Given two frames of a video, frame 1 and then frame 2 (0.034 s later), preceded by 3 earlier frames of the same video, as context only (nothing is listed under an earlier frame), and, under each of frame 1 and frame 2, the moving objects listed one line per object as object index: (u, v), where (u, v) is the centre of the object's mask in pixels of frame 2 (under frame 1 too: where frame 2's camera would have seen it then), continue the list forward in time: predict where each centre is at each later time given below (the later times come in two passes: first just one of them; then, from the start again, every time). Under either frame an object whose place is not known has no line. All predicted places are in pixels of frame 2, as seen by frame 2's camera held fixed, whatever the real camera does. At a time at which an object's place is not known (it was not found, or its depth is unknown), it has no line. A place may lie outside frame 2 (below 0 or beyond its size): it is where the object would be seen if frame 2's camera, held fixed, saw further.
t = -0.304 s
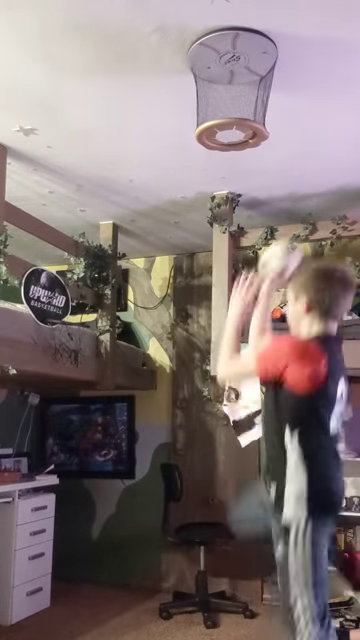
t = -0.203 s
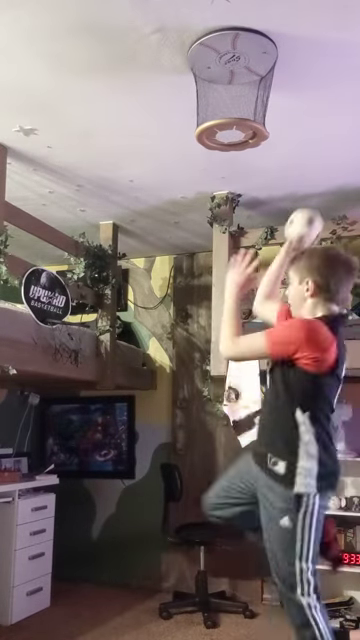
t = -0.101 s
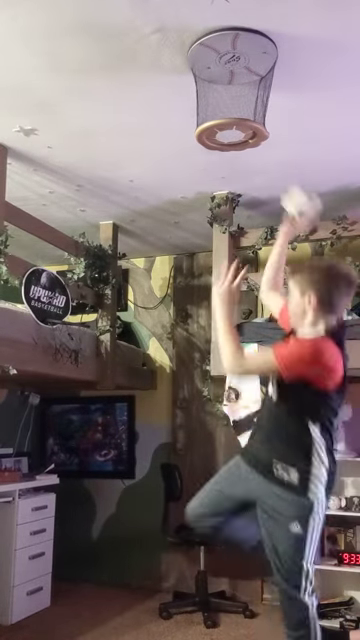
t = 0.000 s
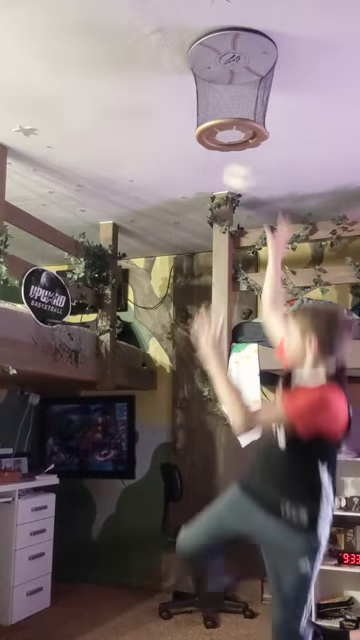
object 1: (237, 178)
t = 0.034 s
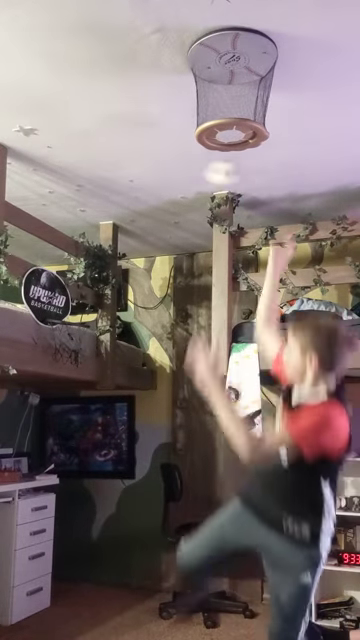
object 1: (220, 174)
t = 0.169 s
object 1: (155, 189)
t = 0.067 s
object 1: (202, 175)
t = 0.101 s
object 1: (185, 177)
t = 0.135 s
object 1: (169, 183)
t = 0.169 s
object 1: (155, 189)
